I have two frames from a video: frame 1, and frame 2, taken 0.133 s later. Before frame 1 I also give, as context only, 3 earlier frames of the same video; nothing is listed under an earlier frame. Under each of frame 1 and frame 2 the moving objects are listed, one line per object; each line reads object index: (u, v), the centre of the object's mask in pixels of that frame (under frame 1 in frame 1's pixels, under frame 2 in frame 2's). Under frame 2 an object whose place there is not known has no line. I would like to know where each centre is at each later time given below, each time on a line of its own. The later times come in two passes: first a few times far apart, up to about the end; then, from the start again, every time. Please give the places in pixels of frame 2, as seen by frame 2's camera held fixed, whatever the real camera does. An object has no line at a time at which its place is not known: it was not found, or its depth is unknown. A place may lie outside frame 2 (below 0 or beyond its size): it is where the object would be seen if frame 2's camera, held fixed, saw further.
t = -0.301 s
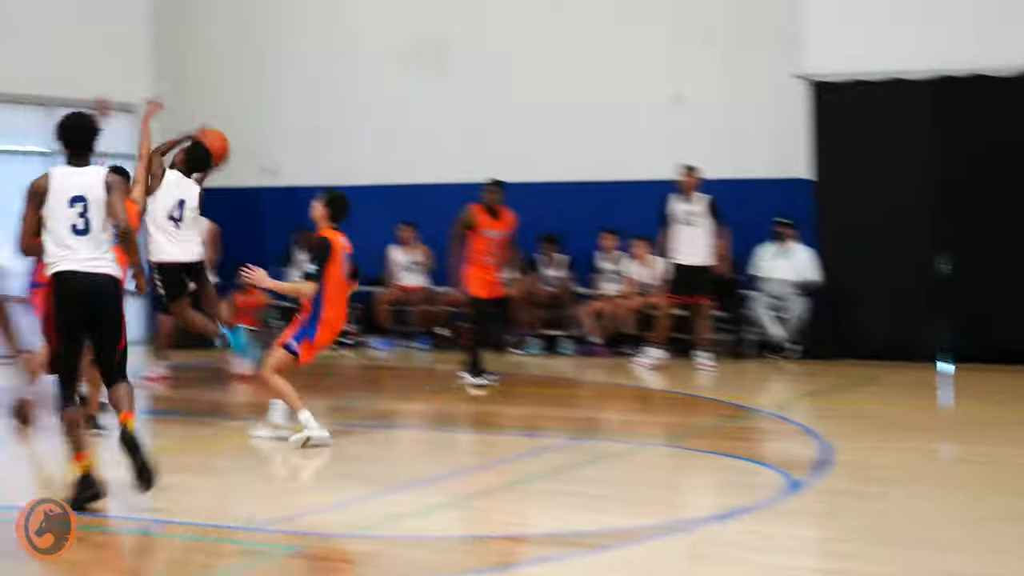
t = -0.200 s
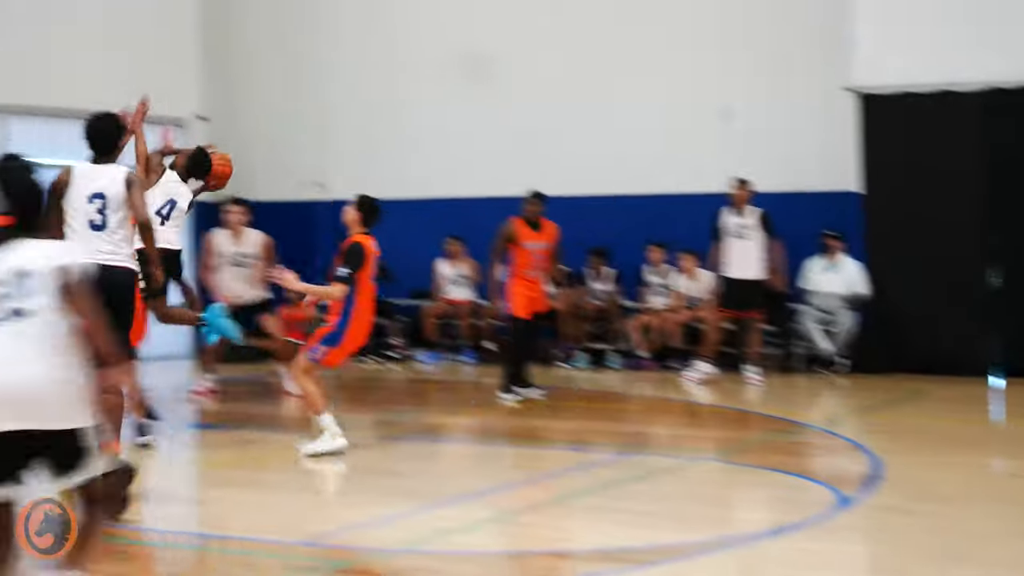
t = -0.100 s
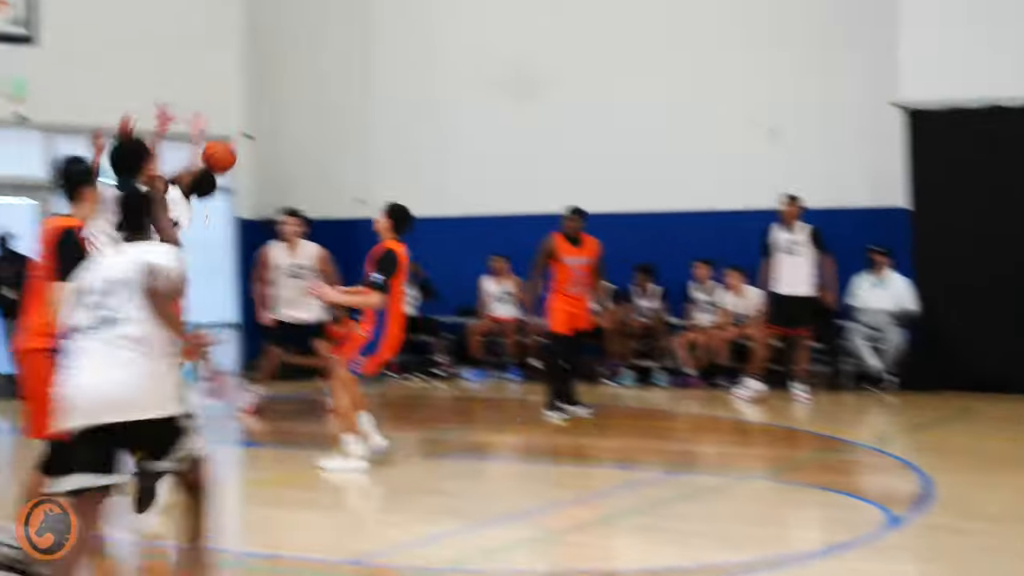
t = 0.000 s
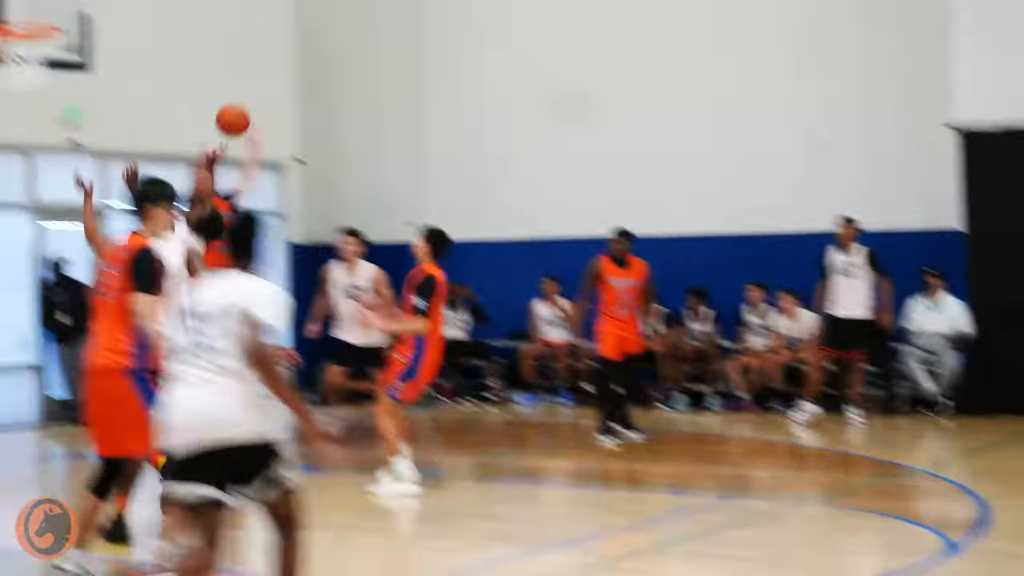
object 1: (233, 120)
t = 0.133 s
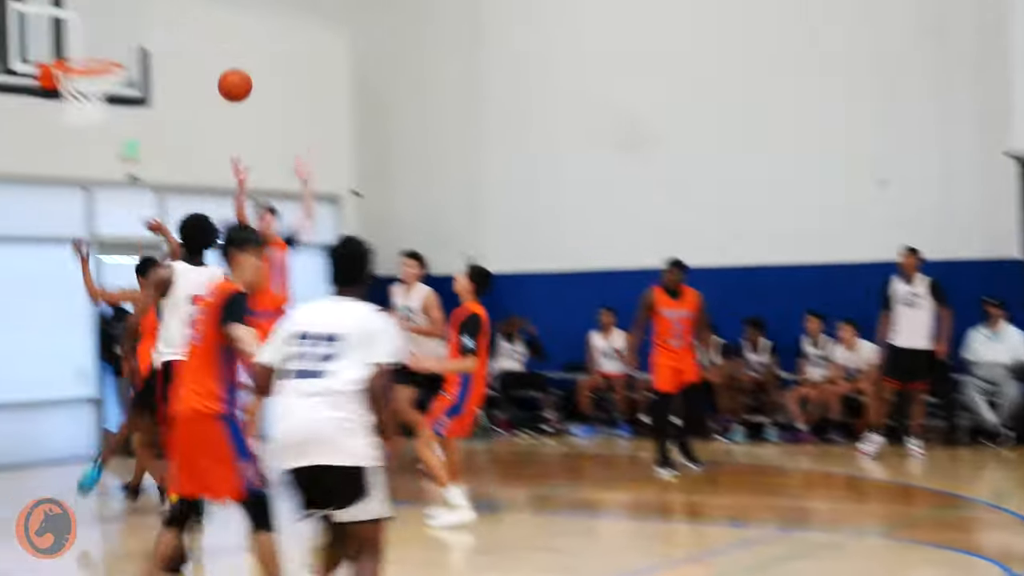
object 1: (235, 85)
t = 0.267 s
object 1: (182, 42)
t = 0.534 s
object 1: (70, 26)
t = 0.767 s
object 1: (84, 66)
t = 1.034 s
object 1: (103, 92)
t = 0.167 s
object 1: (222, 72)
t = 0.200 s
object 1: (209, 61)
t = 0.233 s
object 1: (195, 51)
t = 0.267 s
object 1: (182, 42)
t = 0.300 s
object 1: (169, 35)
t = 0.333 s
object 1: (155, 29)
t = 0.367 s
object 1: (141, 24)
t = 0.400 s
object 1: (127, 21)
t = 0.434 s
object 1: (112, 19)
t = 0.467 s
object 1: (98, 19)
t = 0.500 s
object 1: (85, 22)
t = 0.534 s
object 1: (70, 26)
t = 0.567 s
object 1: (57, 31)
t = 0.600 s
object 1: (56, 35)
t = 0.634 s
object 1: (59, 41)
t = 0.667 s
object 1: (63, 46)
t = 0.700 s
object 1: (70, 49)
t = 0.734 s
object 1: (76, 52)
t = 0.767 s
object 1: (84, 66)
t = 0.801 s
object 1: (91, 71)
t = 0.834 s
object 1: (97, 76)
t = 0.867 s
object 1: (103, 84)
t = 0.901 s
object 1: (108, 88)
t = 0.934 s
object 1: (109, 90)
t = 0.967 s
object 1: (109, 91)
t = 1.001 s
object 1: (106, 91)
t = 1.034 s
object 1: (103, 92)
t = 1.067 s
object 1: (99, 93)
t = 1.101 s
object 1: (95, 95)
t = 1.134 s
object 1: (92, 95)
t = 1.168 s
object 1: (89, 98)
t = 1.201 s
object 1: (85, 100)
